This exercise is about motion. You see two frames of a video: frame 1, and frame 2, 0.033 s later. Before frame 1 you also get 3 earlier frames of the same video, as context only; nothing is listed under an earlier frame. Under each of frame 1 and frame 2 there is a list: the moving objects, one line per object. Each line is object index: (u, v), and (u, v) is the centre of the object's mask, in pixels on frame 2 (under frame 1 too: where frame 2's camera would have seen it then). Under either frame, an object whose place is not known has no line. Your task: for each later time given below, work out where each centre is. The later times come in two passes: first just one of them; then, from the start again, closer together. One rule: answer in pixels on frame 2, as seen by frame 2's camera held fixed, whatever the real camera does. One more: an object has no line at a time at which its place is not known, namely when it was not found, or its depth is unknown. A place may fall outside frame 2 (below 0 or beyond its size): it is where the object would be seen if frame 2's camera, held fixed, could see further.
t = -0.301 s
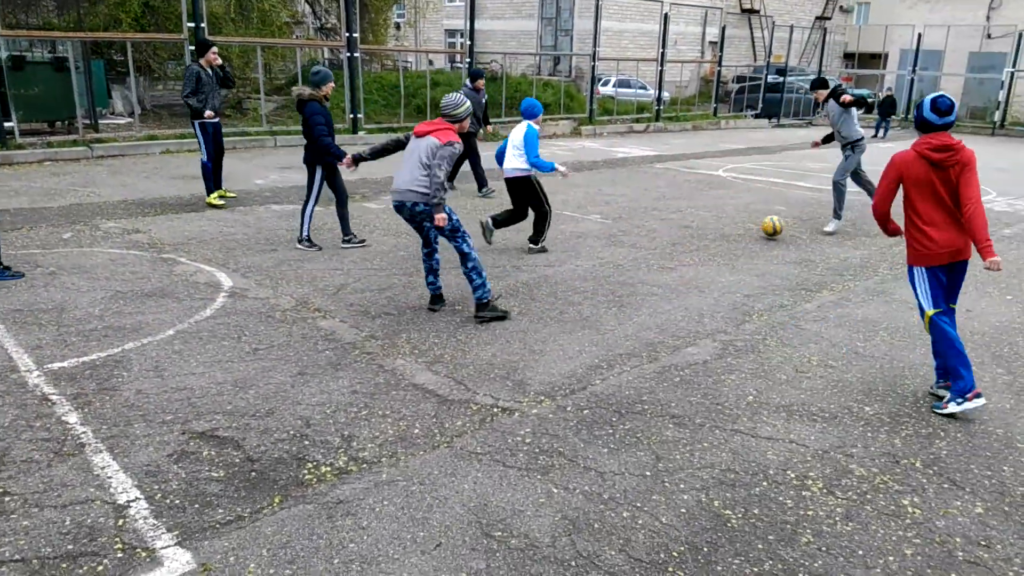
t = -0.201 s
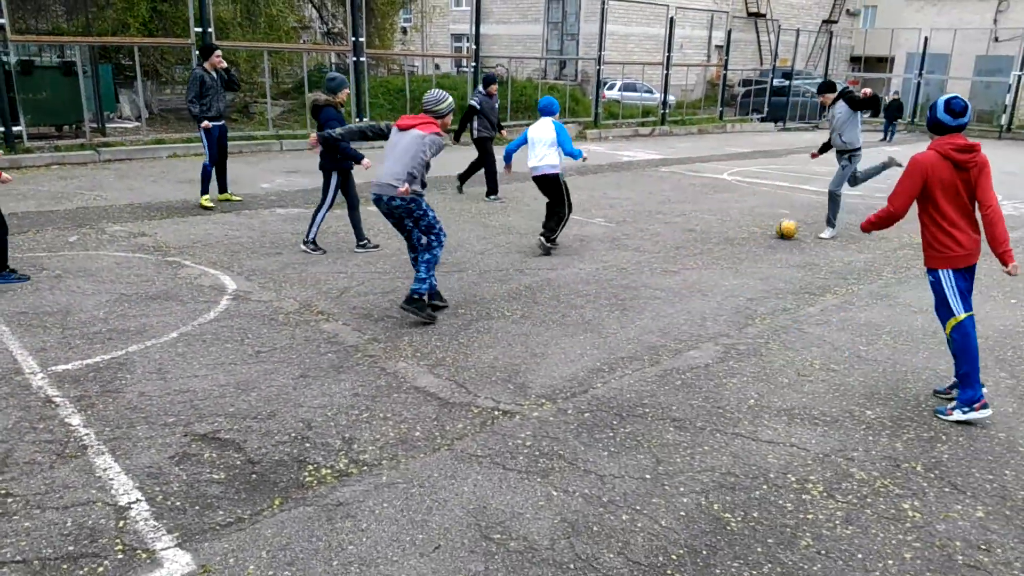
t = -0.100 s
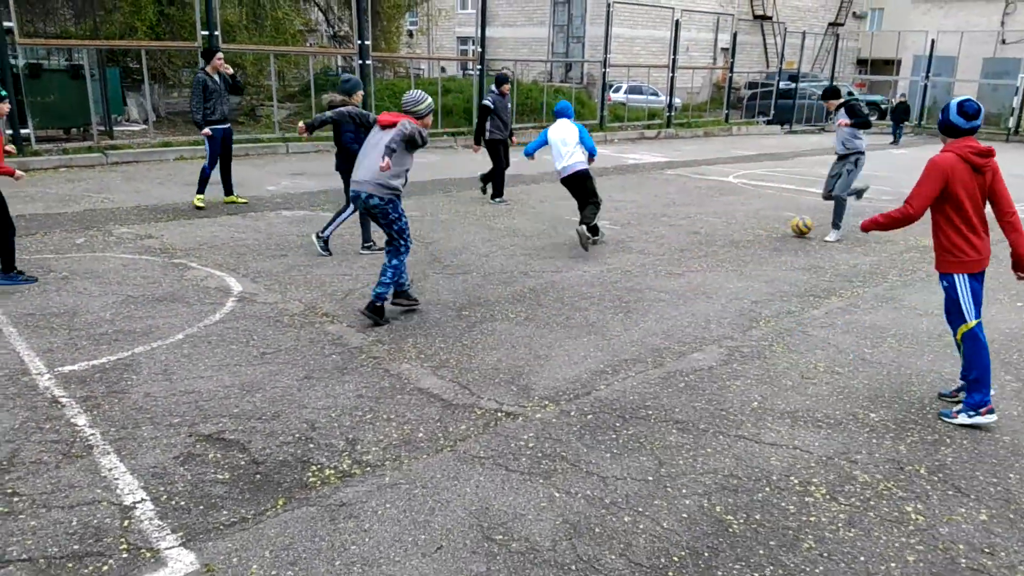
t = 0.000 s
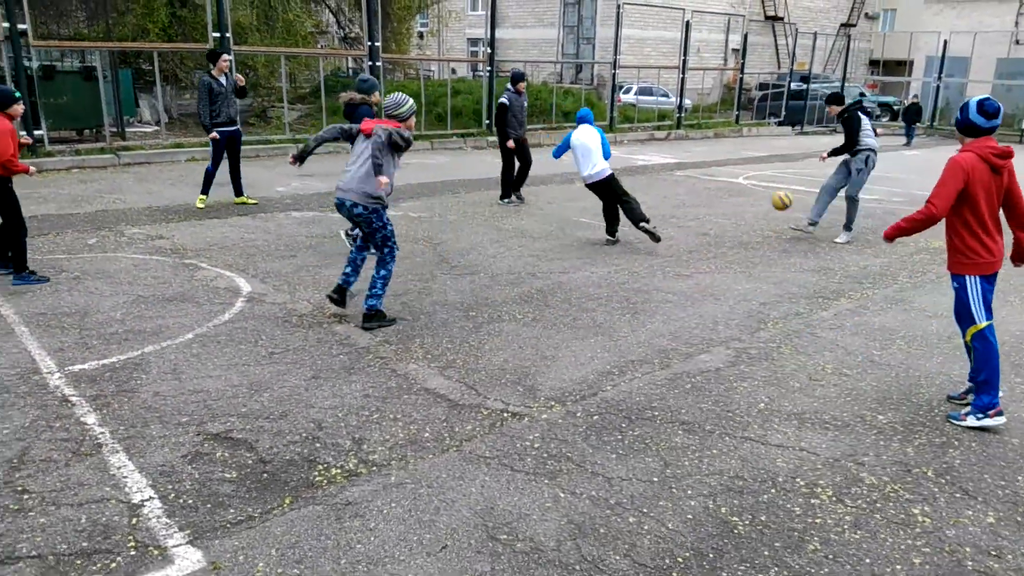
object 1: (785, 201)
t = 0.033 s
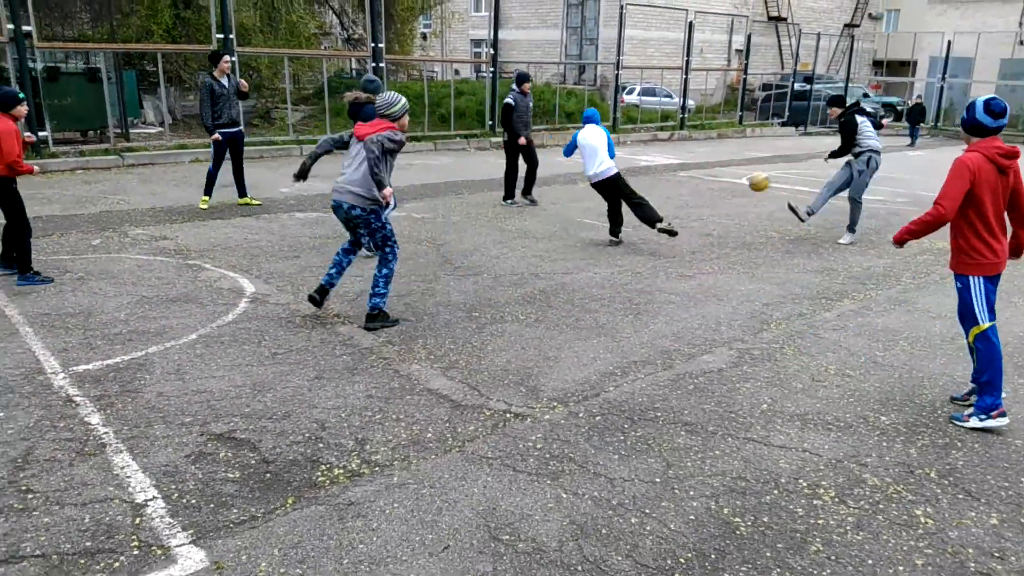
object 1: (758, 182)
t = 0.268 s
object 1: (565, 59)
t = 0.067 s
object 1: (732, 162)
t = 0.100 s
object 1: (704, 143)
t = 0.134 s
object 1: (677, 125)
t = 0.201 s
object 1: (621, 91)
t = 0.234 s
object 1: (593, 74)
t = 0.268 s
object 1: (565, 59)
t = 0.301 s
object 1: (537, 45)
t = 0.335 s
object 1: (508, 30)
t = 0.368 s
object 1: (480, 17)
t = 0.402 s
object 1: (451, 5)
